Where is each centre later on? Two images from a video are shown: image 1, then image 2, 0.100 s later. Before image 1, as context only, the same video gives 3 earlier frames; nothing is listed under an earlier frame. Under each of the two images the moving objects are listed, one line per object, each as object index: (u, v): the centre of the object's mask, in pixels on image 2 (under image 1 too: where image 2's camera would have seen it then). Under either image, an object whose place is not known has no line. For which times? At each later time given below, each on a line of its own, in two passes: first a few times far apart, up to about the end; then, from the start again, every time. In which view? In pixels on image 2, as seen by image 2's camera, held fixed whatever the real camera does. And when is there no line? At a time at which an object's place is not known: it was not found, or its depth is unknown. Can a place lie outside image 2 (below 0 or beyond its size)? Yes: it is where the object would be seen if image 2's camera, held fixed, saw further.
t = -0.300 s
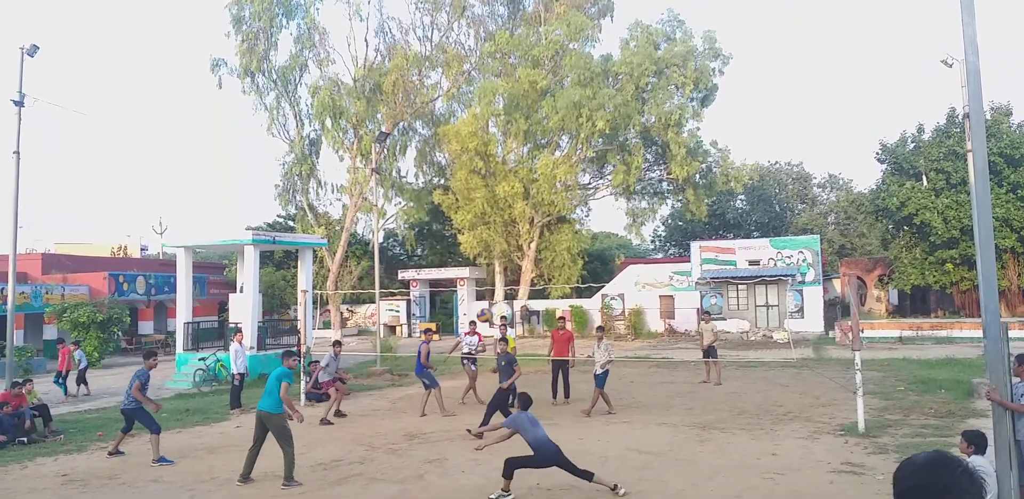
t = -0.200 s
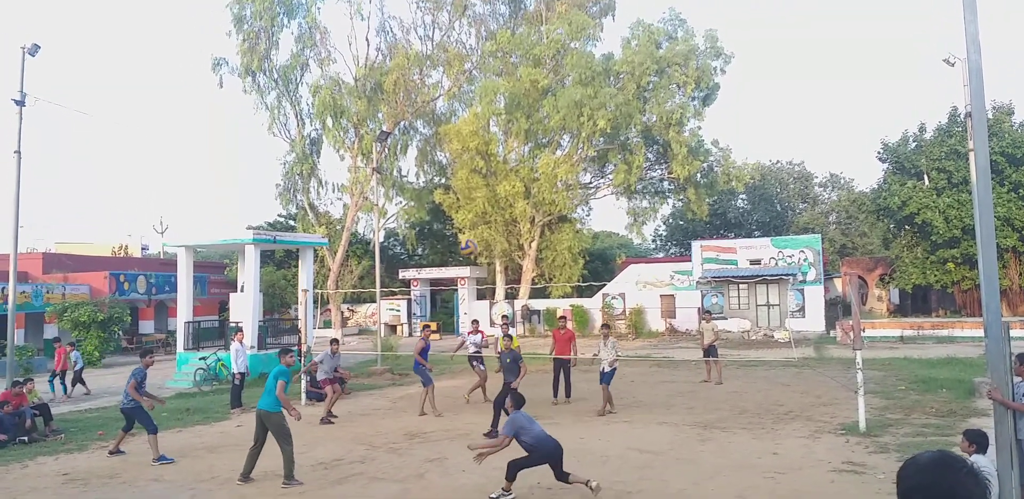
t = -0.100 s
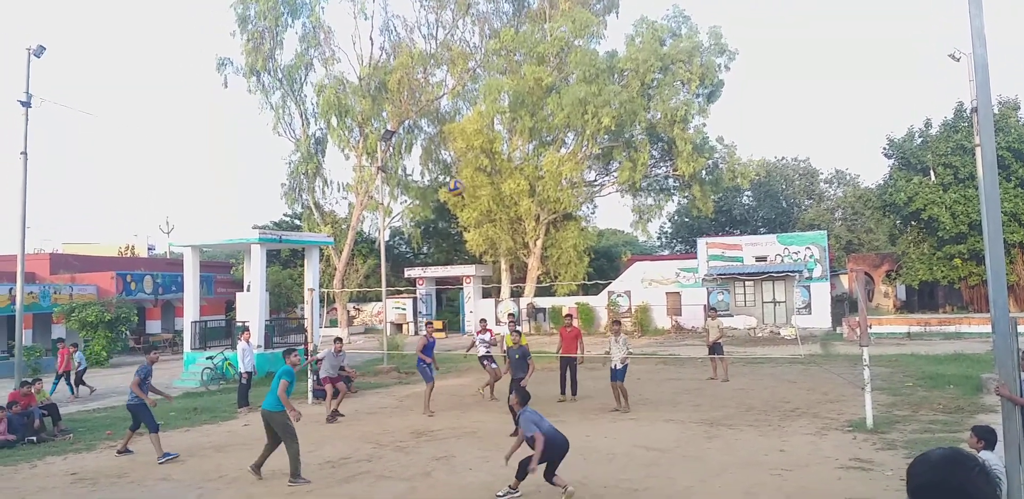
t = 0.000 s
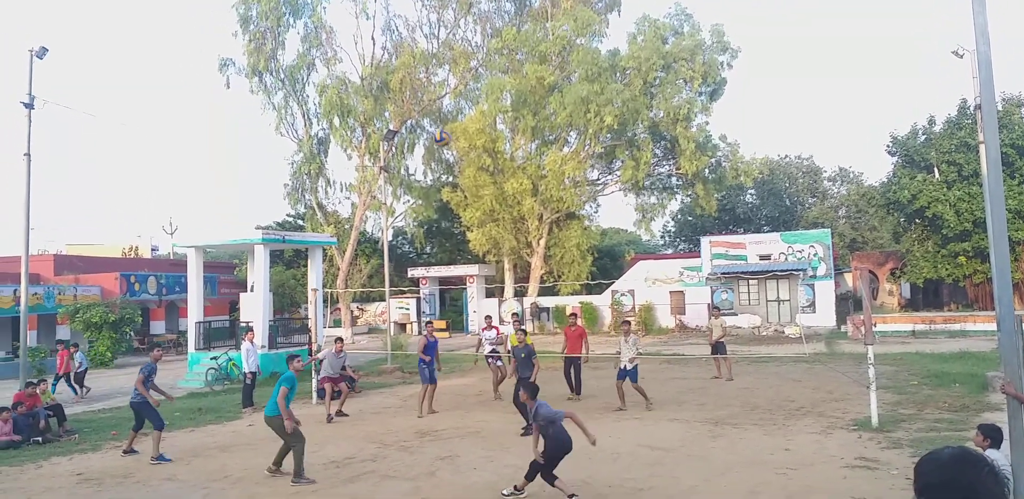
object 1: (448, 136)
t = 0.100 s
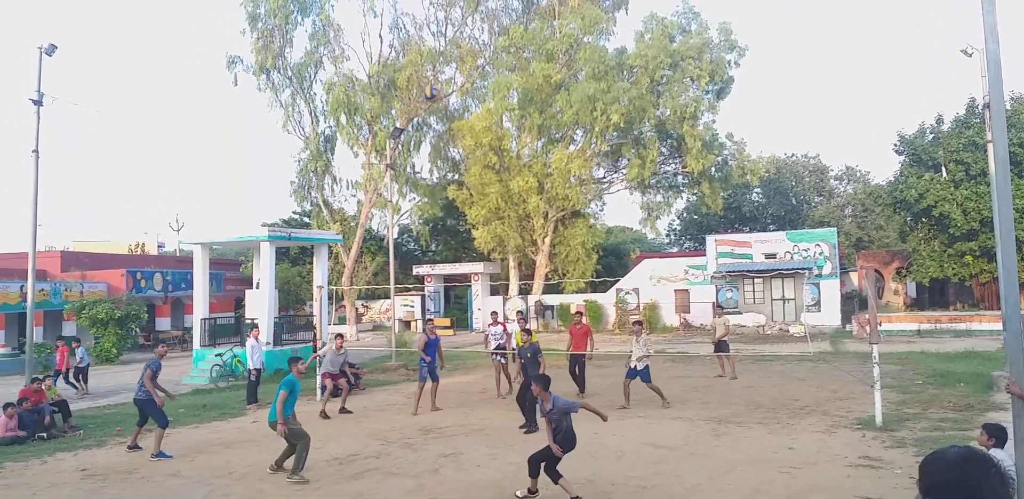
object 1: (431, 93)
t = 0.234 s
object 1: (410, 50)
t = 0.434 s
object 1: (378, 11)
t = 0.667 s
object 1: (342, 7)
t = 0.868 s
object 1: (312, 41)
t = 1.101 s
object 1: (277, 124)
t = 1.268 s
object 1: (251, 212)
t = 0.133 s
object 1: (426, 82)
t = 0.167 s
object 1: (420, 70)
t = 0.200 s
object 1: (415, 60)
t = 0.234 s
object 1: (410, 50)
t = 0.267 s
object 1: (404, 41)
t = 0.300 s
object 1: (399, 33)
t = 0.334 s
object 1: (394, 26)
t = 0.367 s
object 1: (387, 20)
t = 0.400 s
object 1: (382, 15)
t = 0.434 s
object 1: (378, 11)
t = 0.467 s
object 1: (371, 8)
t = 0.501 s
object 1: (366, 6)
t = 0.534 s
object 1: (362, 3)
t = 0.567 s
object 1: (357, 2)
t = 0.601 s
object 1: (351, 3)
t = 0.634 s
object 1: (346, 5)
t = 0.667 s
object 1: (342, 7)
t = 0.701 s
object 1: (338, 11)
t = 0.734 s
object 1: (332, 14)
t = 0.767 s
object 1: (328, 19)
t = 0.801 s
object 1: (323, 26)
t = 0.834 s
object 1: (318, 33)
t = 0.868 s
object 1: (312, 41)
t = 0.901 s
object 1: (308, 50)
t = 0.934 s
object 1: (302, 59)
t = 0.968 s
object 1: (296, 71)
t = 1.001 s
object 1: (292, 82)
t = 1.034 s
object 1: (287, 95)
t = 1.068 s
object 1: (281, 109)
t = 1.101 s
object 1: (277, 124)
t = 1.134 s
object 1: (271, 139)
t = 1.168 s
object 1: (267, 156)
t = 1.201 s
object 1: (262, 174)
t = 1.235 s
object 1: (256, 193)
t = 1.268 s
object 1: (251, 212)
